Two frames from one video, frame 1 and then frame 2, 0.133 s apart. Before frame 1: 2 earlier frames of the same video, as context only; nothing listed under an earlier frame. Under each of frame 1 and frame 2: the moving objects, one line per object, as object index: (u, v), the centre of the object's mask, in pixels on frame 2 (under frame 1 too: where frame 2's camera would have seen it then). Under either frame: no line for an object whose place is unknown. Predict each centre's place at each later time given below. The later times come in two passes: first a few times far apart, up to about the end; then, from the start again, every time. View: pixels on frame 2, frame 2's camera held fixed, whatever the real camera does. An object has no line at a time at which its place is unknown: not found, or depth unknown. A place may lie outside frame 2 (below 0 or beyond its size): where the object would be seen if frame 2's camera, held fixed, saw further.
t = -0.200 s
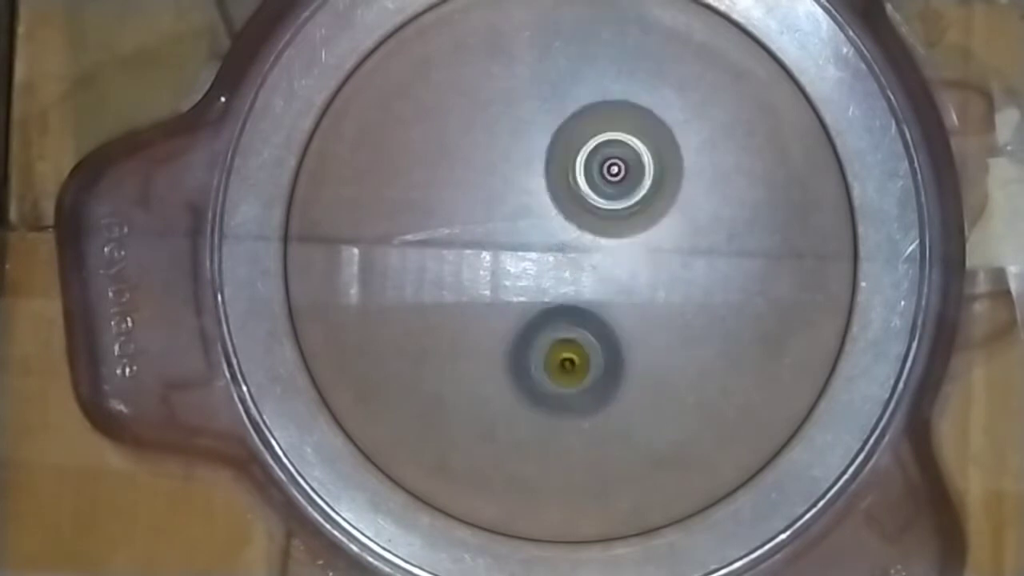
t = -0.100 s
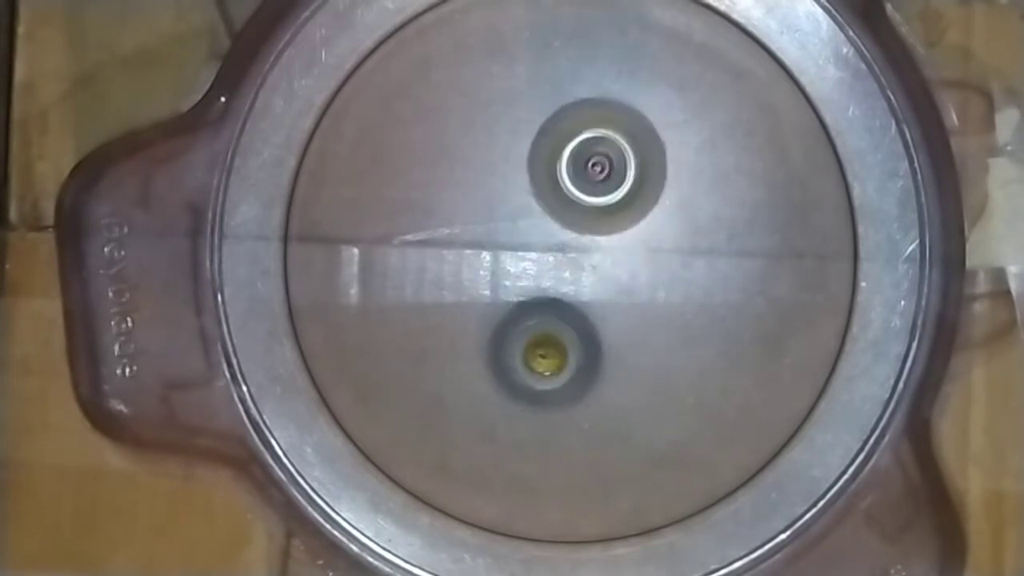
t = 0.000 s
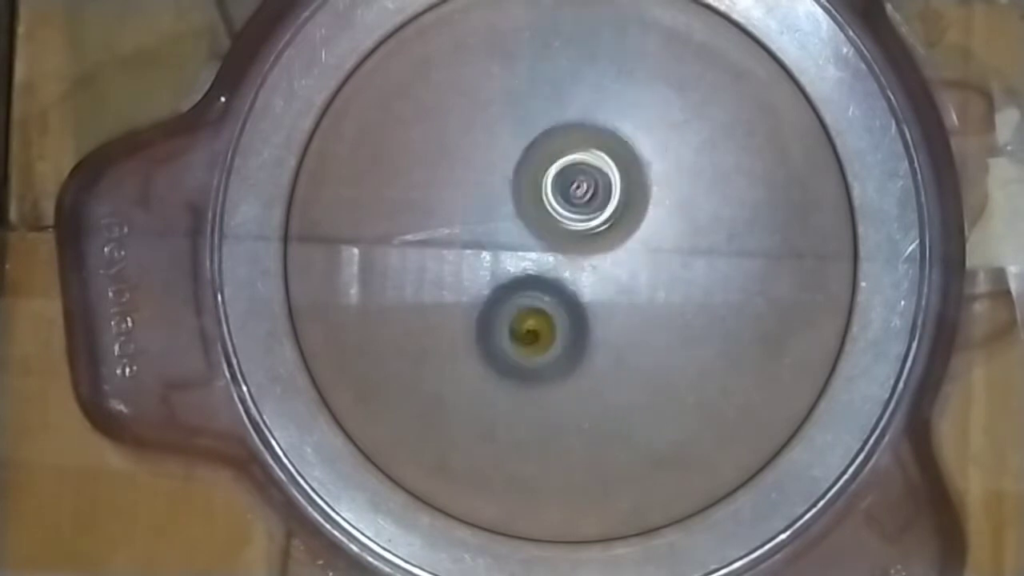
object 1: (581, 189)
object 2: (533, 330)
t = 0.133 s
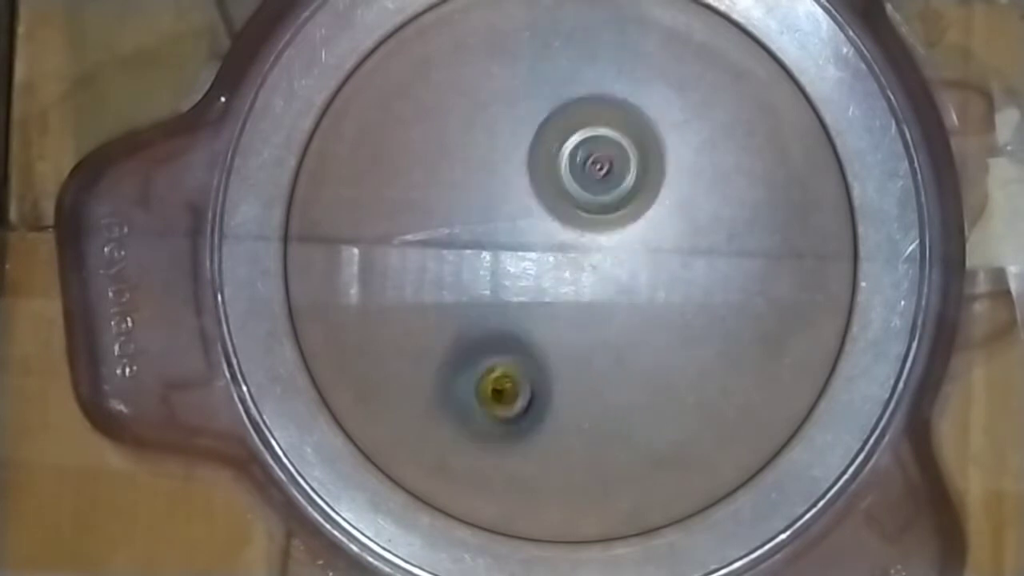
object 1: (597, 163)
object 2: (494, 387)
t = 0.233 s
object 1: (603, 140)
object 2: (471, 415)
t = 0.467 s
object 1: (593, 160)
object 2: (475, 404)
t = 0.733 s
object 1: (633, 237)
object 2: (525, 328)
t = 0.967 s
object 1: (678, 252)
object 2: (544, 272)
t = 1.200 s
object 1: (695, 260)
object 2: (510, 222)
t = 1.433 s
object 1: (630, 281)
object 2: (514, 195)
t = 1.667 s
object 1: (564, 323)
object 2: (532, 182)
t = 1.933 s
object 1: (513, 339)
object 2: (581, 224)
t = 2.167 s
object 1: (487, 359)
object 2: (684, 202)
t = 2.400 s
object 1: (530, 295)
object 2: (706, 224)
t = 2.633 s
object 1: (556, 238)
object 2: (704, 250)
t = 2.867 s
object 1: (589, 183)
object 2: (687, 281)
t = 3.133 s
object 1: (603, 172)
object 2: (600, 322)
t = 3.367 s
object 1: (600, 193)
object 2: (514, 370)
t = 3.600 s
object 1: (588, 257)
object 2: (481, 344)
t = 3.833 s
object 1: (635, 272)
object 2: (453, 322)
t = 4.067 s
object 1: (636, 269)
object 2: (494, 257)
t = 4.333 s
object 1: (627, 298)
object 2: (462, 173)
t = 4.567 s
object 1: (602, 293)
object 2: (446, 213)
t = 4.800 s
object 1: (607, 291)
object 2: (463, 241)
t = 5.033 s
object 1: (626, 292)
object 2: (492, 234)
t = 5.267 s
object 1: (638, 294)
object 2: (522, 214)
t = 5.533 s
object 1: (620, 296)
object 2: (528, 172)
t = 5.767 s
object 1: (592, 282)
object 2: (511, 161)
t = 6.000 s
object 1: (598, 290)
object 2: (503, 158)
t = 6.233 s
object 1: (587, 301)
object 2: (531, 158)
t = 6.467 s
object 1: (607, 301)
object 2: (570, 155)
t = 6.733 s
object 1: (571, 298)
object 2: (598, 156)
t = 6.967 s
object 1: (573, 290)
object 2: (619, 180)
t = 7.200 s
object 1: (574, 293)
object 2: (619, 177)
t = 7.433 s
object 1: (596, 298)
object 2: (557, 191)
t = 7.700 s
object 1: (608, 312)
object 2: (526, 205)
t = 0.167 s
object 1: (599, 155)
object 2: (484, 399)
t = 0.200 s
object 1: (603, 148)
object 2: (475, 408)
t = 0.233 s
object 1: (603, 140)
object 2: (471, 415)
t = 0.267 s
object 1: (603, 137)
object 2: (464, 422)
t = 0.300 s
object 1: (602, 136)
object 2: (463, 424)
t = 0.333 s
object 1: (601, 135)
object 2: (460, 426)
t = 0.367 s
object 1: (598, 137)
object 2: (460, 424)
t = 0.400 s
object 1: (597, 142)
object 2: (463, 420)
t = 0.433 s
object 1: (596, 149)
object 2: (469, 414)
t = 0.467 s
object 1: (593, 160)
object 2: (475, 404)
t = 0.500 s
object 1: (593, 172)
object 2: (481, 394)
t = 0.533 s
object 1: (593, 184)
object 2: (490, 383)
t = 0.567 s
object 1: (594, 197)
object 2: (498, 371)
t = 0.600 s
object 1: (596, 210)
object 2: (509, 354)
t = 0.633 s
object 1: (599, 222)
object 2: (521, 339)
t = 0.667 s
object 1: (608, 229)
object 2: (525, 336)
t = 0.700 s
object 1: (622, 235)
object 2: (524, 334)
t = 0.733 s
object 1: (633, 237)
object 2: (525, 328)
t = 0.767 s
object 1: (642, 241)
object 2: (523, 320)
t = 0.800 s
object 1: (652, 245)
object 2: (525, 316)
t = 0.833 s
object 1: (660, 246)
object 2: (528, 304)
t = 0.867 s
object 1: (666, 249)
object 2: (531, 297)
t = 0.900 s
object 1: (672, 251)
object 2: (535, 289)
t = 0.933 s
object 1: (676, 251)
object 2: (540, 281)
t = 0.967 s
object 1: (678, 252)
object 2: (544, 272)
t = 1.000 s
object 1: (682, 254)
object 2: (545, 266)
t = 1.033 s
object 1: (687, 255)
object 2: (536, 261)
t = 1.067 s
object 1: (695, 259)
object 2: (531, 255)
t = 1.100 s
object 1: (699, 259)
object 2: (525, 243)
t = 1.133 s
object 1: (699, 259)
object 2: (517, 236)
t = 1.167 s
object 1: (698, 259)
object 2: (514, 231)
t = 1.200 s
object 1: (695, 260)
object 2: (510, 222)
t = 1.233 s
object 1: (686, 259)
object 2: (507, 217)
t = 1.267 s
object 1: (683, 263)
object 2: (506, 210)
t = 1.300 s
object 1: (672, 266)
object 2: (505, 206)
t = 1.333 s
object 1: (663, 269)
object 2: (506, 200)
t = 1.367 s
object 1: (651, 272)
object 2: (507, 198)
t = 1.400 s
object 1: (640, 277)
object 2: (512, 195)
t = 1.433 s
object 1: (630, 281)
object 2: (514, 195)
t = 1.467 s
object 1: (619, 287)
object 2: (518, 191)
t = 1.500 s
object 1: (610, 296)
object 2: (516, 189)
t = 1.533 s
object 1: (600, 302)
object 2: (520, 185)
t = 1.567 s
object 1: (591, 309)
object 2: (520, 181)
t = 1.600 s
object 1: (582, 313)
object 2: (525, 181)
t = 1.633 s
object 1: (572, 319)
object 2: (528, 180)
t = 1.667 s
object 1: (564, 323)
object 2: (532, 182)
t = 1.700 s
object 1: (554, 329)
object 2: (538, 184)
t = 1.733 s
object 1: (546, 333)
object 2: (543, 188)
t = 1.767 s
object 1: (538, 335)
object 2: (549, 194)
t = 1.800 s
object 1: (529, 337)
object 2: (555, 200)
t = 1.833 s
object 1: (524, 339)
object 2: (562, 206)
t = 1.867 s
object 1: (518, 340)
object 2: (568, 213)
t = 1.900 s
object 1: (515, 339)
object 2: (574, 221)
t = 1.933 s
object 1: (513, 339)
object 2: (581, 224)
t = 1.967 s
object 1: (501, 343)
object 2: (598, 215)
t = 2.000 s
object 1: (493, 350)
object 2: (618, 208)
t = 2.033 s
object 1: (487, 354)
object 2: (634, 205)
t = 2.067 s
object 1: (482, 359)
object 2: (650, 203)
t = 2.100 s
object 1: (482, 360)
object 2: (662, 202)
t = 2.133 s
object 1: (482, 361)
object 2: (673, 202)
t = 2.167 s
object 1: (487, 359)
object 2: (684, 202)
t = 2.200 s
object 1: (488, 356)
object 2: (694, 203)
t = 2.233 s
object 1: (496, 348)
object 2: (701, 204)
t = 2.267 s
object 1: (501, 339)
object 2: (706, 208)
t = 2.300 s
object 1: (509, 327)
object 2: (711, 210)
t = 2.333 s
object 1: (515, 318)
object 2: (711, 214)
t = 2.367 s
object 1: (523, 304)
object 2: (711, 219)
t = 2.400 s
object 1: (530, 295)
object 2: (706, 224)
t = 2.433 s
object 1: (538, 286)
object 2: (700, 230)
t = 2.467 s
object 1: (546, 279)
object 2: (694, 235)
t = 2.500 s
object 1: (553, 271)
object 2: (684, 240)
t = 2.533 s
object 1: (550, 265)
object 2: (693, 239)
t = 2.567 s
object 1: (547, 257)
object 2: (697, 239)
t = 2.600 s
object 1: (551, 247)
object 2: (699, 244)
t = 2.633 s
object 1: (556, 238)
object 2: (704, 250)
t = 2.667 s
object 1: (564, 229)
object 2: (704, 251)
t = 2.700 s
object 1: (568, 221)
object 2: (704, 257)
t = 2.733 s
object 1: (572, 212)
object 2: (707, 262)
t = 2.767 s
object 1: (575, 205)
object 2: (703, 266)
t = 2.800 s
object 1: (580, 196)
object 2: (699, 274)
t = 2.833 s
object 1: (583, 190)
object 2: (694, 277)
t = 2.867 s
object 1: (589, 183)
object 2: (687, 281)
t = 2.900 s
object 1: (590, 178)
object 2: (677, 285)
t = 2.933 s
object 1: (595, 174)
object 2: (667, 290)
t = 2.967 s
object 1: (596, 170)
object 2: (658, 294)
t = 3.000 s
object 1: (599, 170)
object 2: (648, 296)
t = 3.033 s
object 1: (598, 169)
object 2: (636, 299)
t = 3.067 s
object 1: (600, 173)
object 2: (624, 304)
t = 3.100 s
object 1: (602, 171)
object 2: (613, 310)
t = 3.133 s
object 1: (603, 172)
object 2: (600, 322)
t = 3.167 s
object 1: (604, 170)
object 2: (586, 331)
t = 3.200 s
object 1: (606, 172)
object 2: (571, 341)
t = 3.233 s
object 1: (605, 174)
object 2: (557, 350)
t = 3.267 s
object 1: (607, 177)
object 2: (545, 358)
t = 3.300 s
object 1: (603, 180)
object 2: (532, 362)
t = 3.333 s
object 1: (604, 186)
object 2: (522, 367)
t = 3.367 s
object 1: (600, 193)
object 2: (514, 370)
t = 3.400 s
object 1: (600, 200)
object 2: (506, 369)
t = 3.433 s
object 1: (598, 212)
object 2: (498, 370)
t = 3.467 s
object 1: (596, 219)
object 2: (492, 368)
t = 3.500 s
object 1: (595, 229)
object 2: (486, 365)
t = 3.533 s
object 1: (592, 238)
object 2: (483, 361)
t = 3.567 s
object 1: (590, 247)
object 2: (482, 351)
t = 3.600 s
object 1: (588, 257)
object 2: (481, 344)
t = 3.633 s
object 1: (591, 263)
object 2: (478, 341)
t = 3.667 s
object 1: (599, 268)
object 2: (468, 347)
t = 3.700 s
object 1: (607, 269)
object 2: (462, 343)
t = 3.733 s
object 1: (615, 271)
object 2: (458, 338)
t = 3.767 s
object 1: (625, 271)
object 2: (453, 333)
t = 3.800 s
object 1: (628, 273)
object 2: (451, 330)
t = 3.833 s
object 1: (635, 272)
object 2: (453, 322)
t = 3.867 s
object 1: (637, 273)
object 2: (455, 313)
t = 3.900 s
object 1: (641, 272)
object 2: (457, 306)
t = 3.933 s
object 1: (640, 272)
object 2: (461, 300)
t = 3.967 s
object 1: (642, 271)
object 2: (469, 290)
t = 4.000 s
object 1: (640, 271)
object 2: (474, 278)
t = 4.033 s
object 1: (640, 269)
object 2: (483, 269)
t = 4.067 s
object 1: (636, 269)
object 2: (494, 257)
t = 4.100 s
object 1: (630, 267)
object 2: (504, 243)
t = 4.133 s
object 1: (627, 269)
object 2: (507, 232)
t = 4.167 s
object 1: (626, 274)
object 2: (498, 214)
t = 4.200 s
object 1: (628, 282)
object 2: (488, 199)
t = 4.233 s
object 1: (629, 291)
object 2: (480, 188)
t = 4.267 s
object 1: (630, 293)
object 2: (474, 181)
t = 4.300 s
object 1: (628, 295)
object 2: (468, 176)
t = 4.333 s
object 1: (627, 298)
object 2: (462, 173)
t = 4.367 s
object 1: (626, 297)
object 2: (457, 174)
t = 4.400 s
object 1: (622, 299)
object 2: (450, 176)
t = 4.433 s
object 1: (620, 296)
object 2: (443, 180)
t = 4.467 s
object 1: (617, 297)
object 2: (439, 188)
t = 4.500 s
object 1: (609, 295)
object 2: (439, 194)
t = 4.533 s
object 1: (607, 293)
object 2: (441, 201)
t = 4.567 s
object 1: (602, 293)
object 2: (446, 213)
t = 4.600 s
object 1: (593, 289)
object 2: (452, 224)
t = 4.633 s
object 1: (590, 285)
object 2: (462, 235)
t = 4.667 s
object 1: (593, 288)
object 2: (462, 236)
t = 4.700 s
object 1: (596, 289)
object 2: (461, 241)
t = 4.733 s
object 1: (597, 289)
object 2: (465, 242)
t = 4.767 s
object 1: (603, 288)
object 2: (465, 240)
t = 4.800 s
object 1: (607, 291)
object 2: (463, 241)
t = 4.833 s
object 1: (608, 289)
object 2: (468, 245)
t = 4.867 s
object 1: (613, 286)
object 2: (473, 242)
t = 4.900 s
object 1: (617, 288)
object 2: (478, 238)
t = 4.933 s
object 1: (615, 287)
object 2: (482, 237)
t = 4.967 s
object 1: (618, 284)
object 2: (488, 237)
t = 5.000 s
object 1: (623, 286)
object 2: (495, 237)
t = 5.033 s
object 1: (626, 292)
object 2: (492, 234)
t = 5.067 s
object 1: (627, 292)
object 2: (494, 234)
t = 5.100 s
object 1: (629, 292)
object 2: (500, 230)
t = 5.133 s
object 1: (633, 290)
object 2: (504, 223)
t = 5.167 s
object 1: (639, 292)
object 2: (506, 218)
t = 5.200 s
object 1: (638, 296)
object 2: (507, 216)
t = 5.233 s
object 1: (635, 296)
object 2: (513, 217)
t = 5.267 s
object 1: (638, 294)
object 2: (522, 214)
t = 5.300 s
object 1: (639, 295)
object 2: (529, 209)
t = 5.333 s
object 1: (631, 298)
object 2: (533, 206)
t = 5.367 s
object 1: (629, 295)
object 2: (537, 206)
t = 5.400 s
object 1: (631, 298)
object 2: (533, 197)
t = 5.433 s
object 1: (625, 299)
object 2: (531, 193)
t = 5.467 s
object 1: (623, 299)
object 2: (531, 187)
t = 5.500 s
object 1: (624, 298)
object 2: (531, 179)
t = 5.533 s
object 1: (620, 296)
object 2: (528, 172)
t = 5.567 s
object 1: (616, 295)
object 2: (524, 167)
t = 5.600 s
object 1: (609, 291)
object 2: (520, 166)
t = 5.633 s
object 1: (603, 285)
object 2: (521, 168)
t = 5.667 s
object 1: (601, 281)
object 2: (521, 166)
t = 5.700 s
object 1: (599, 281)
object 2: (520, 163)
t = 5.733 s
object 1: (595, 280)
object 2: (517, 164)
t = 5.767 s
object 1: (592, 282)
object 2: (511, 161)
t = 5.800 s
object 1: (591, 284)
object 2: (502, 158)
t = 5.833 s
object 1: (592, 286)
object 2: (499, 157)
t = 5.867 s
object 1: (596, 286)
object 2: (500, 155)
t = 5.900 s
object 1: (599, 289)
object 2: (500, 154)
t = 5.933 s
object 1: (597, 292)
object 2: (500, 152)
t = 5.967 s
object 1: (596, 290)
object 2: (501, 153)
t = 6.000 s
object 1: (598, 290)
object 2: (503, 158)
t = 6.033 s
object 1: (600, 290)
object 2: (508, 165)
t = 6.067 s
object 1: (596, 292)
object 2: (516, 171)
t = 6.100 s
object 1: (595, 292)
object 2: (521, 171)
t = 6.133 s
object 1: (596, 299)
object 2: (518, 161)
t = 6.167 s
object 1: (593, 307)
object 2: (519, 158)
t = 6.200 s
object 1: (588, 308)
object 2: (524, 158)
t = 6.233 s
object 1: (587, 301)
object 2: (531, 158)
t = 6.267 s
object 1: (588, 297)
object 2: (539, 154)
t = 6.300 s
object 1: (593, 290)
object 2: (544, 149)
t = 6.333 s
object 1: (601, 287)
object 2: (547, 148)
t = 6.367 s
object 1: (608, 288)
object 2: (551, 152)
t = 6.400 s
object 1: (610, 289)
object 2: (557, 159)
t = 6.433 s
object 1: (612, 294)
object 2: (566, 159)
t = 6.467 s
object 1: (607, 301)
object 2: (570, 155)
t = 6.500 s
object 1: (599, 304)
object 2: (573, 154)
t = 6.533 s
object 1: (590, 309)
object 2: (576, 158)
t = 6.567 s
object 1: (580, 304)
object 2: (581, 162)
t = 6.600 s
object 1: (574, 300)
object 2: (588, 164)
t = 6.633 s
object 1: (571, 299)
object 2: (595, 156)
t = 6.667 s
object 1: (571, 302)
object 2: (597, 152)
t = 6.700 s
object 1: (569, 301)
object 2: (597, 152)
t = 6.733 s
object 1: (571, 298)
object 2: (598, 156)
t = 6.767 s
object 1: (571, 298)
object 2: (604, 160)
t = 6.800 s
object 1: (572, 295)
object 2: (611, 163)
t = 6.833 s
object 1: (574, 294)
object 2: (616, 164)
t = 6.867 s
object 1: (574, 293)
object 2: (617, 164)
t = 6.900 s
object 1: (575, 292)
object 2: (617, 167)
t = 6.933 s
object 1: (576, 291)
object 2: (618, 173)
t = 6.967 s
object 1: (573, 290)
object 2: (619, 180)
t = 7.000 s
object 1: (568, 295)
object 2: (627, 179)
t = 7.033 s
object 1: (566, 299)
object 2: (633, 175)
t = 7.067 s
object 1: (568, 299)
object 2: (635, 172)
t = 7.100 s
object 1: (568, 299)
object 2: (634, 171)
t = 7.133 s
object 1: (570, 295)
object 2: (630, 172)
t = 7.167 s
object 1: (573, 293)
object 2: (626, 177)
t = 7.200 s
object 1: (574, 293)
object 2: (619, 177)
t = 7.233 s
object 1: (574, 294)
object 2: (614, 179)
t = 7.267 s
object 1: (576, 293)
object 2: (607, 182)
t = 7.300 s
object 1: (579, 291)
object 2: (602, 181)
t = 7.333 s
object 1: (582, 293)
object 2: (593, 183)
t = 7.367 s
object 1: (586, 293)
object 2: (584, 187)
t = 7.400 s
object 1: (591, 296)
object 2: (570, 187)
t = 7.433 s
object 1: (596, 298)
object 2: (557, 191)
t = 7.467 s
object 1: (600, 299)
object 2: (544, 197)
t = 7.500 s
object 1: (602, 302)
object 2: (535, 201)
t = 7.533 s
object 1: (605, 306)
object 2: (530, 202)
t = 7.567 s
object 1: (607, 309)
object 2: (527, 202)
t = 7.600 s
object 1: (609, 311)
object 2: (527, 202)
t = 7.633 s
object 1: (609, 312)
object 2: (528, 203)
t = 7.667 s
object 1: (608, 312)
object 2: (527, 204)
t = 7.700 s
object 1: (608, 312)
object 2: (526, 205)
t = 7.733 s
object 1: (607, 310)
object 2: (526, 206)
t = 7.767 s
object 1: (606, 308)
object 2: (527, 205)
